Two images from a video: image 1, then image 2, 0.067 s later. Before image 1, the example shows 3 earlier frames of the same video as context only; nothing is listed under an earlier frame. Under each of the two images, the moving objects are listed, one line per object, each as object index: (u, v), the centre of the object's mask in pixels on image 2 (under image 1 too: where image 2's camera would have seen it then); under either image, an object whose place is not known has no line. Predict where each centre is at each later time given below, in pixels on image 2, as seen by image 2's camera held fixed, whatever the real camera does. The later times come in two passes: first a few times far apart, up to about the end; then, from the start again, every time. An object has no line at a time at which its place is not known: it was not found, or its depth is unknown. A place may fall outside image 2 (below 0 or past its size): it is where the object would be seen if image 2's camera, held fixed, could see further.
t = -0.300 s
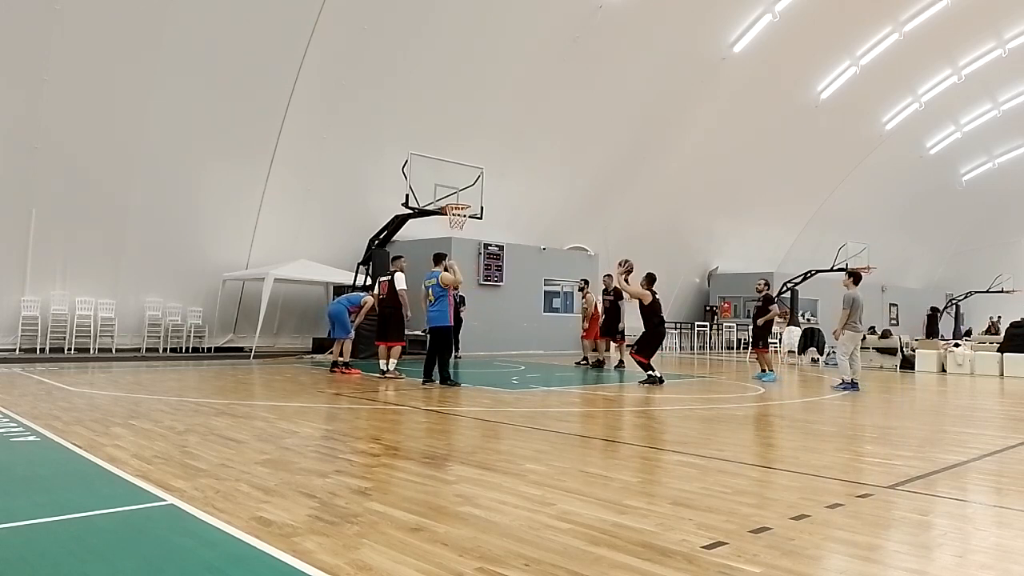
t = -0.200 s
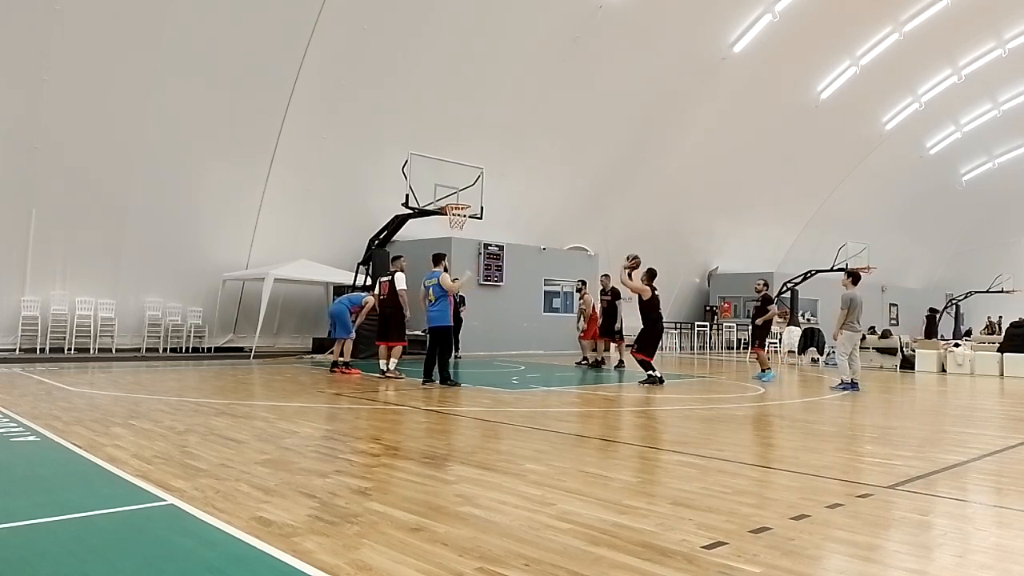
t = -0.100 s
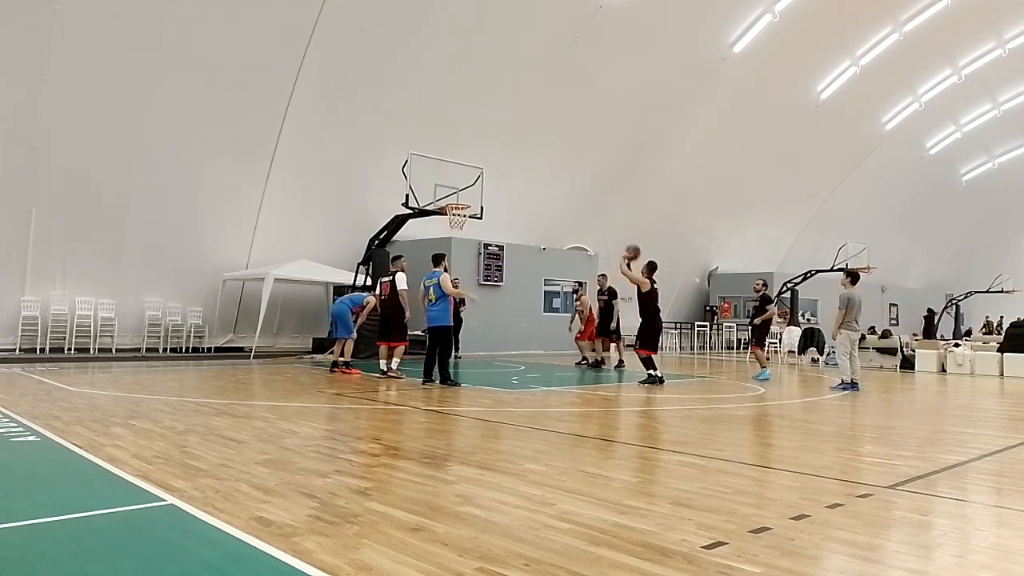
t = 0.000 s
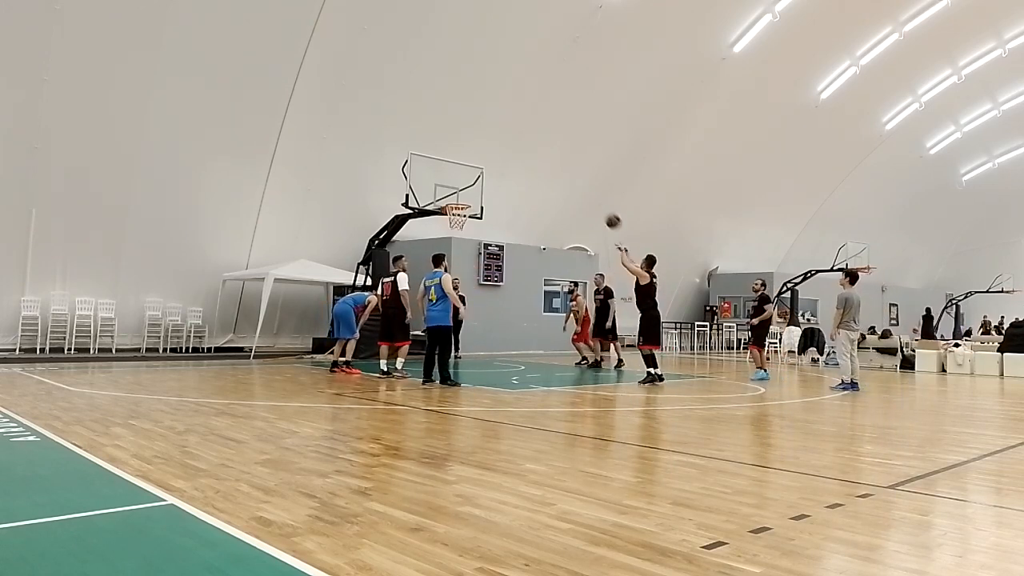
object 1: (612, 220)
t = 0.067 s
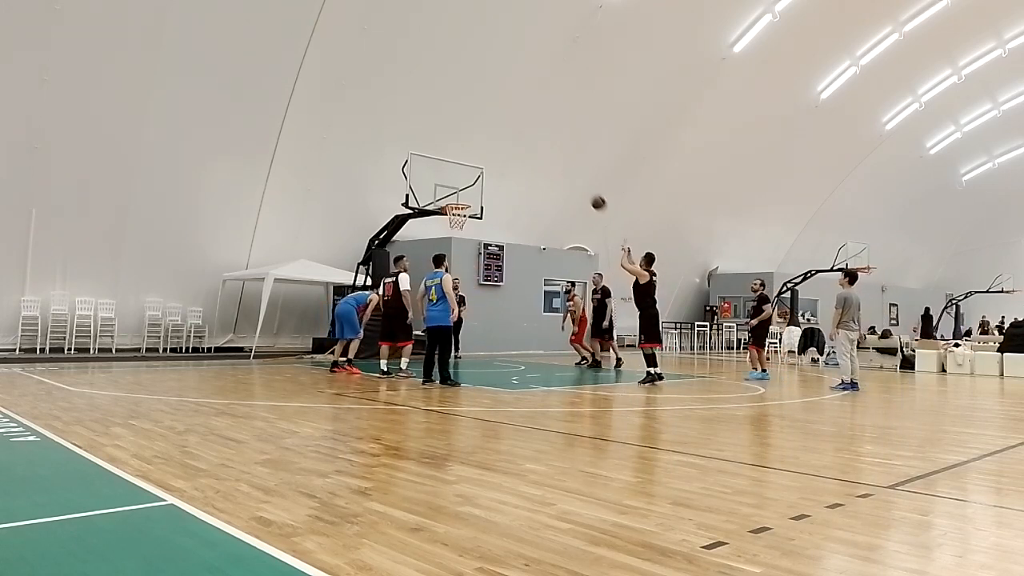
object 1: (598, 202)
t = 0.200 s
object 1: (570, 175)
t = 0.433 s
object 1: (527, 157)
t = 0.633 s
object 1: (493, 166)
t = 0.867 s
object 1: (457, 199)
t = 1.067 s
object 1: (460, 176)
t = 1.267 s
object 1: (463, 168)
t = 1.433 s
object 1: (466, 177)
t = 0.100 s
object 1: (590, 194)
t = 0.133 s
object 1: (584, 186)
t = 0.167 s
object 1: (577, 180)
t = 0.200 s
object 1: (570, 175)
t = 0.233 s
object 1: (564, 170)
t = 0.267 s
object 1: (557, 166)
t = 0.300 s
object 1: (551, 163)
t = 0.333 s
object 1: (544, 160)
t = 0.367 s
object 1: (539, 158)
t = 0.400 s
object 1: (533, 157)
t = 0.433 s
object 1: (527, 157)
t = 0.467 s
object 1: (521, 157)
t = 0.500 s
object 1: (515, 157)
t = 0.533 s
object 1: (510, 158)
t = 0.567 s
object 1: (504, 160)
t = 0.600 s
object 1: (499, 163)
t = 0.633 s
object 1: (493, 166)
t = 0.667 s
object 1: (488, 169)
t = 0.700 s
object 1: (482, 173)
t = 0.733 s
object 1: (478, 177)
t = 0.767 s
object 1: (472, 182)
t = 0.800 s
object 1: (467, 188)
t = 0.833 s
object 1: (462, 194)
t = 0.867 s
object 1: (457, 199)
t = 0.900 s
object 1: (456, 198)
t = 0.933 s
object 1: (457, 193)
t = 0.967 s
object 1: (458, 188)
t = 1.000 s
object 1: (458, 184)
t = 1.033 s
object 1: (459, 180)
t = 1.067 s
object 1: (460, 176)
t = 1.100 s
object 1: (460, 174)
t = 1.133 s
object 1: (461, 171)
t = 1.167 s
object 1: (461, 170)
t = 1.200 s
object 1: (462, 168)
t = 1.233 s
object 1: (462, 168)
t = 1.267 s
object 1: (463, 168)
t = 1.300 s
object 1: (463, 168)
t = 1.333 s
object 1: (464, 170)
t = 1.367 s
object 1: (465, 172)
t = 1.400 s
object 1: (465, 174)
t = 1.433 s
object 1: (466, 177)
